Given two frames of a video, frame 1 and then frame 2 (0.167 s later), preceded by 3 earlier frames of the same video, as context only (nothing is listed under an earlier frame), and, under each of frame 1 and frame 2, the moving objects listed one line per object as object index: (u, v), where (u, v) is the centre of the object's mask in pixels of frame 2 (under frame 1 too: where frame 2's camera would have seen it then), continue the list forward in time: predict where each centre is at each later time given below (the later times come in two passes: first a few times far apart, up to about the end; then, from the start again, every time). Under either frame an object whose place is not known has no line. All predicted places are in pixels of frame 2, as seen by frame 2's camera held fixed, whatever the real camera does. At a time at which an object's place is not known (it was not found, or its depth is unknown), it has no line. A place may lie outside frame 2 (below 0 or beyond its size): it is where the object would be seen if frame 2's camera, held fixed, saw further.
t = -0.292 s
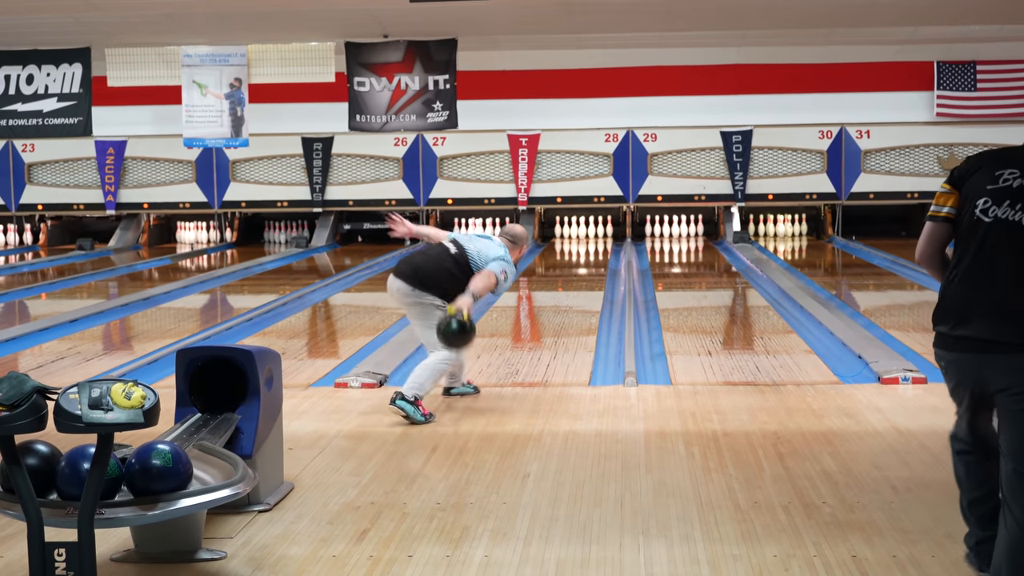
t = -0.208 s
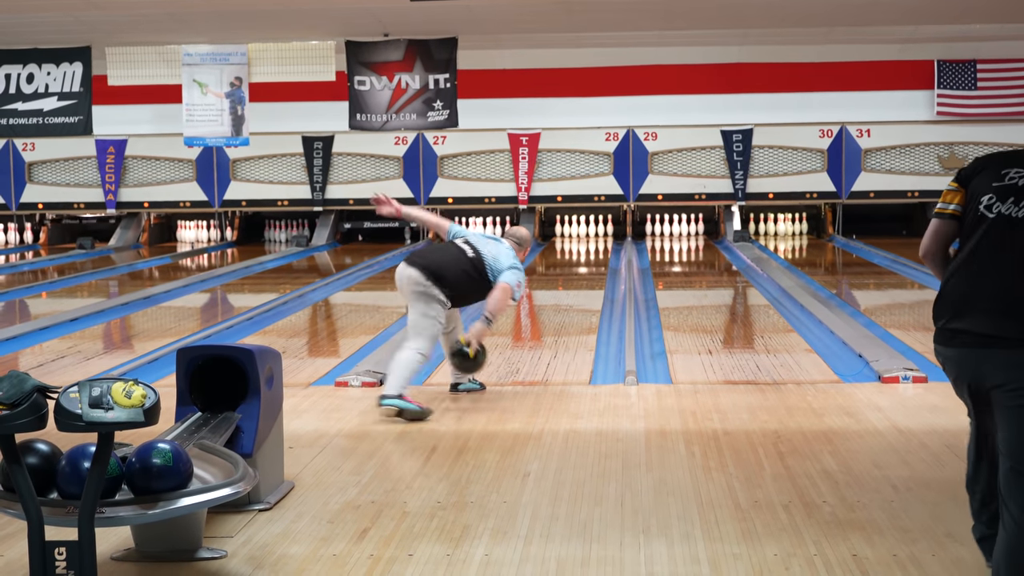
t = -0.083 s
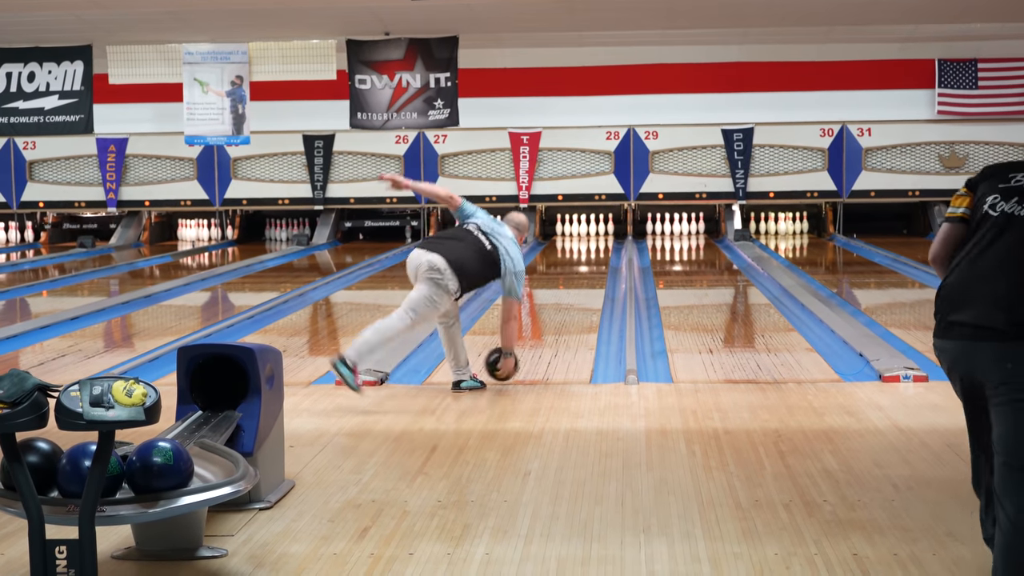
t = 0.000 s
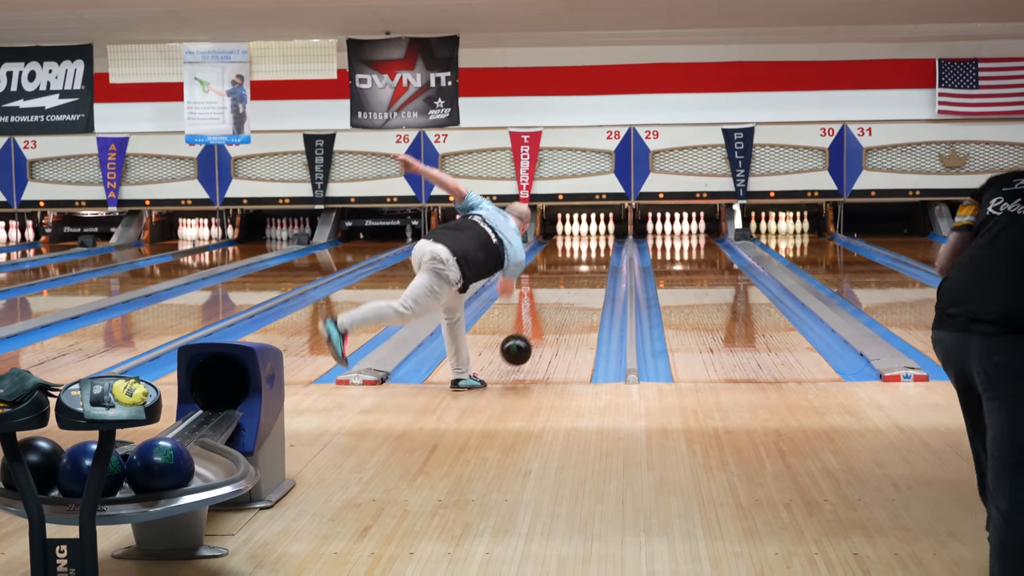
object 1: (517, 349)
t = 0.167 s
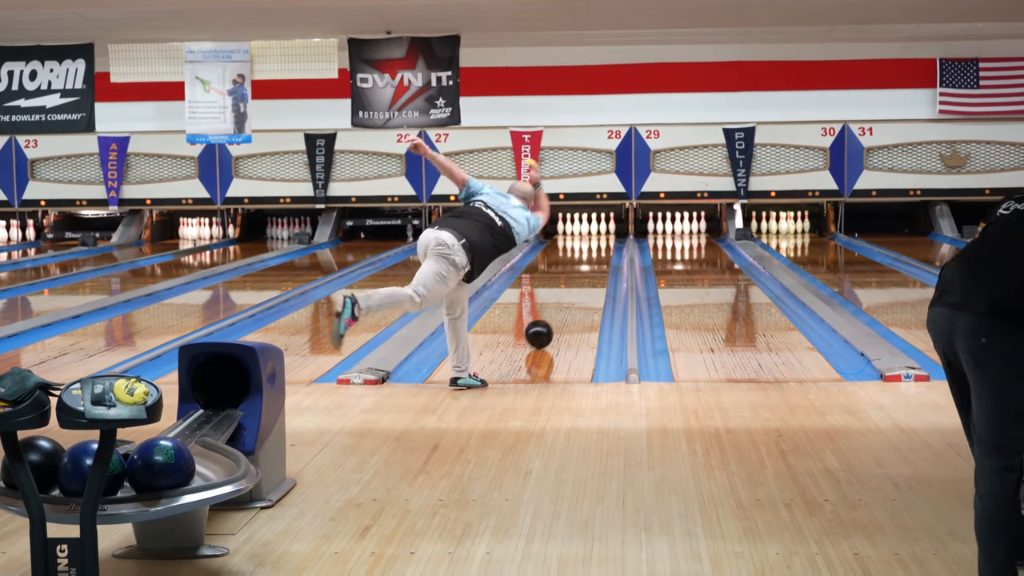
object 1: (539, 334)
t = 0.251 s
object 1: (548, 324)
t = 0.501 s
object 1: (570, 301)
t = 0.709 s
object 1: (584, 287)
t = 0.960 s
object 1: (596, 273)
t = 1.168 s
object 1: (604, 263)
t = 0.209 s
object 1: (543, 329)
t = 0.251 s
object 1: (548, 324)
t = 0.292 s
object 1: (552, 320)
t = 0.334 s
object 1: (556, 316)
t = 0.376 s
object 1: (560, 312)
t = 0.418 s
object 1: (564, 308)
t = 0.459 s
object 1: (567, 305)
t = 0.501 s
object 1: (570, 301)
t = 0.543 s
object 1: (573, 298)
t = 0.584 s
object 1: (576, 295)
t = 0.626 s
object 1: (579, 292)
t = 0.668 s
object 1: (581, 289)
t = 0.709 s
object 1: (584, 287)
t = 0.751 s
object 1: (586, 284)
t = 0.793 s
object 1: (588, 281)
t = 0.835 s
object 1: (590, 279)
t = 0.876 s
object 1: (593, 277)
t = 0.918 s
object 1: (594, 275)
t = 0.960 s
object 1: (596, 273)
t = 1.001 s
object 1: (598, 271)
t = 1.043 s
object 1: (599, 269)
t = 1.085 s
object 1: (601, 267)
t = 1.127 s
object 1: (602, 265)
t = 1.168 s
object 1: (604, 263)
